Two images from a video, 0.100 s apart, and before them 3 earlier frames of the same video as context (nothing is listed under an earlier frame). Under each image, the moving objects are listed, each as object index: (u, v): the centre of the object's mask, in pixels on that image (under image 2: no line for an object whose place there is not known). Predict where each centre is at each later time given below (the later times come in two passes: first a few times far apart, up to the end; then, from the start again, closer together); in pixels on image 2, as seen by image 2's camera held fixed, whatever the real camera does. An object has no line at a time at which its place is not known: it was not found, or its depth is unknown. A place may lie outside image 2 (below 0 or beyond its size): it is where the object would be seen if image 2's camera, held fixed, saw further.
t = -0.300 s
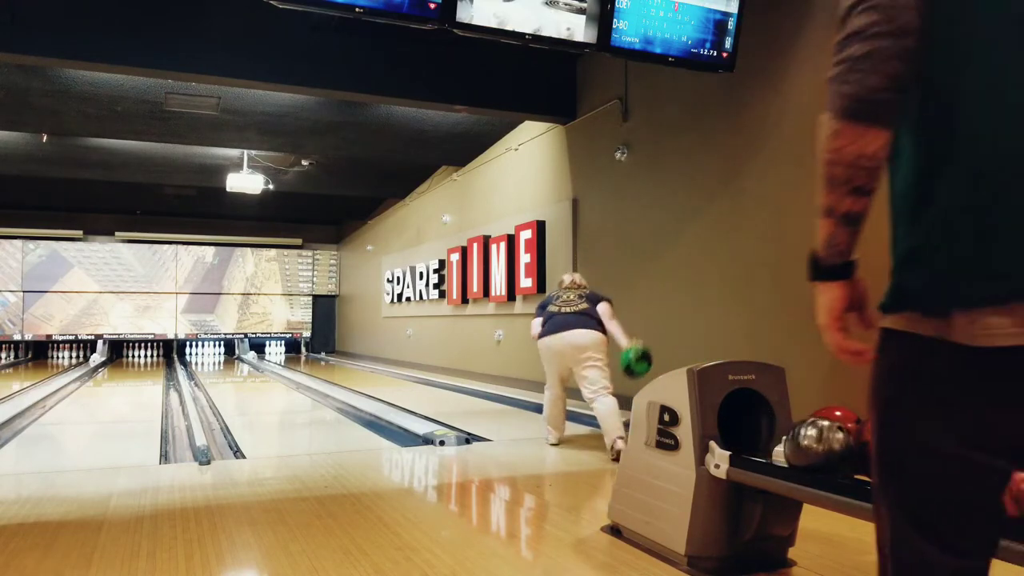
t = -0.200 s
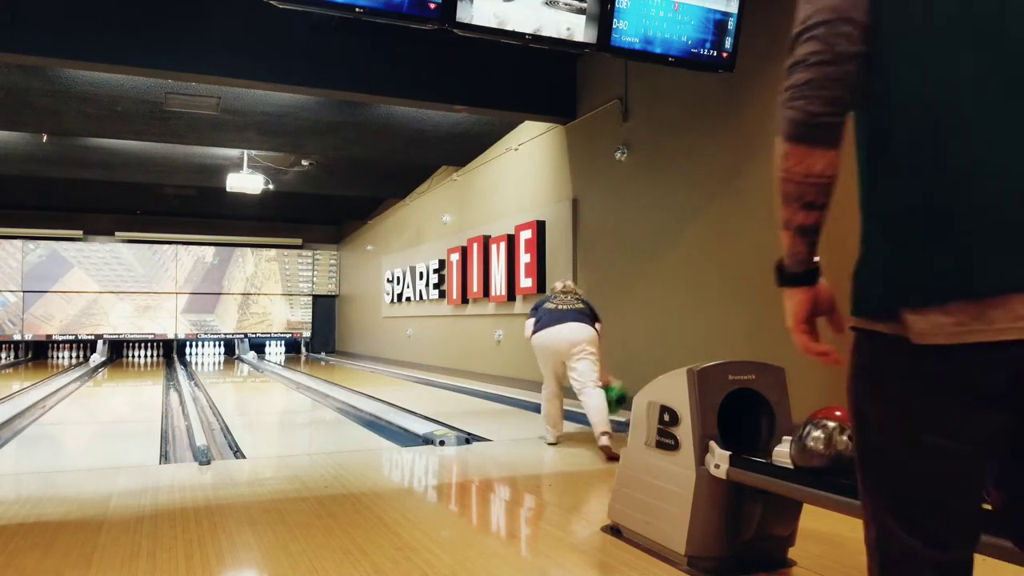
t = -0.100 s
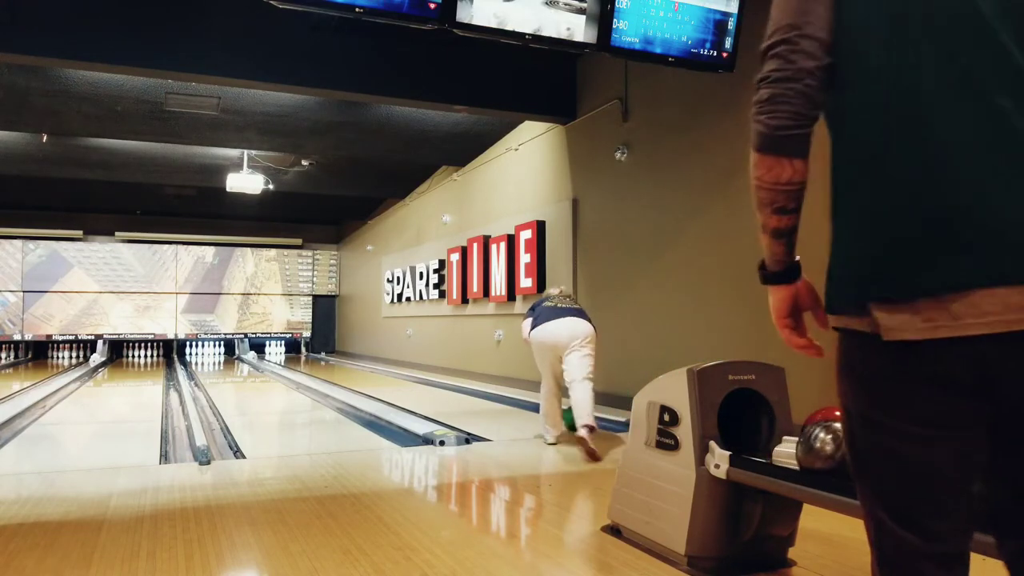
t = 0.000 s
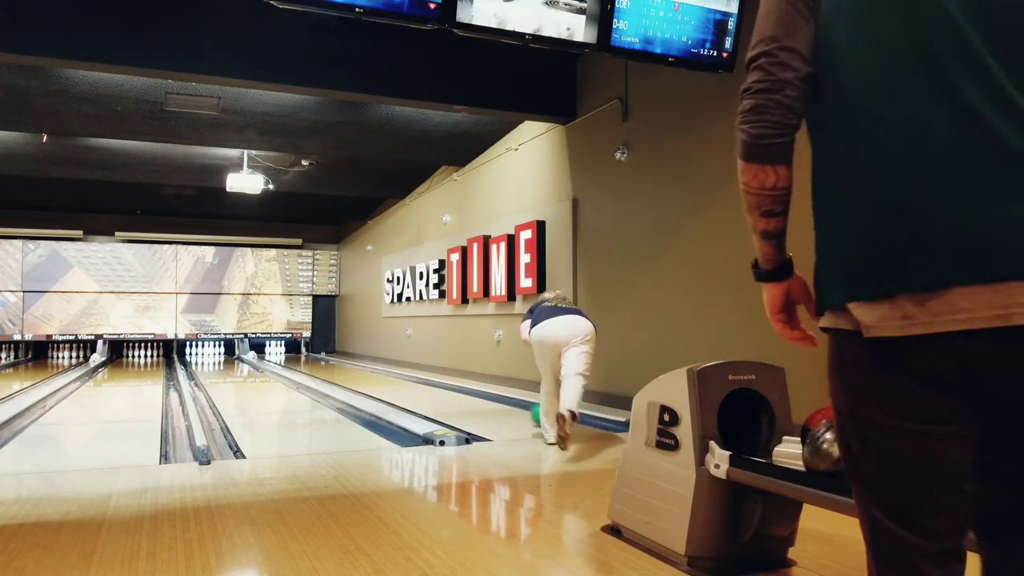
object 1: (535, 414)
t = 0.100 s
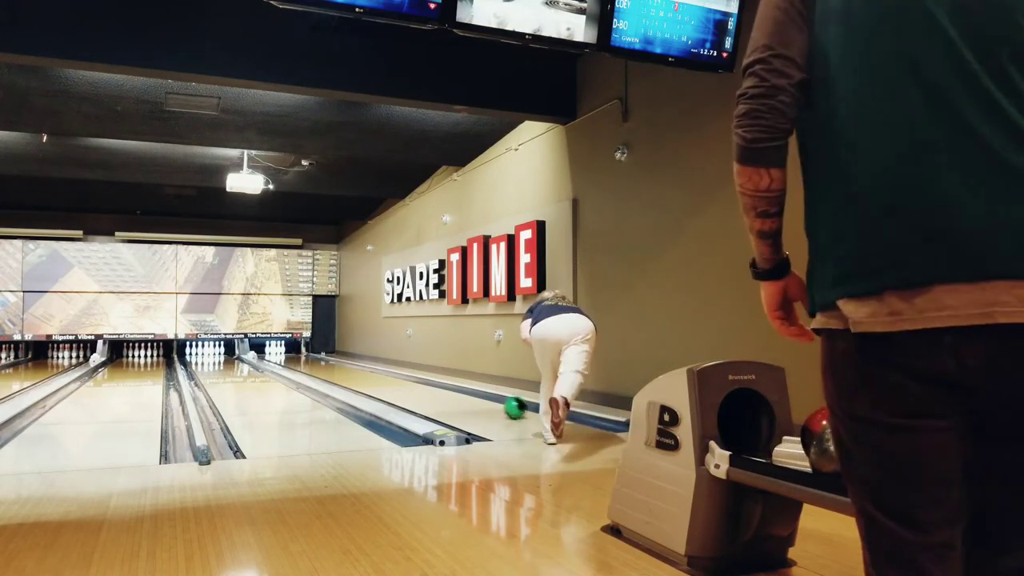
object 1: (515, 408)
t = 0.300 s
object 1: (470, 396)
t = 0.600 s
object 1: (422, 384)
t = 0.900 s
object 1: (386, 376)
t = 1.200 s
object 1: (360, 370)
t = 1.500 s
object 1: (338, 366)
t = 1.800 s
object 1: (321, 361)
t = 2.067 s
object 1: (307, 359)
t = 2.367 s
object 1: (295, 356)
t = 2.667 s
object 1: (284, 354)
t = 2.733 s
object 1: (282, 354)
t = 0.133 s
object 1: (506, 406)
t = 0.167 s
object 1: (499, 404)
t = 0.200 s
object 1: (491, 402)
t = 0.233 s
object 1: (484, 400)
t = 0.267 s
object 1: (477, 398)
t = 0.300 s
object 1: (470, 396)
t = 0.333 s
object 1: (464, 395)
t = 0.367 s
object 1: (458, 393)
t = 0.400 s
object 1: (452, 392)
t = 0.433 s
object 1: (446, 390)
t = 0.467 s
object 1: (441, 389)
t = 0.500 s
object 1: (436, 388)
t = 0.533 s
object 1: (431, 386)
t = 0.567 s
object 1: (426, 385)
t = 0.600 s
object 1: (422, 384)
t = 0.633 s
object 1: (417, 383)
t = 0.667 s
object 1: (413, 382)
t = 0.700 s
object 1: (408, 382)
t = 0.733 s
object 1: (404, 381)
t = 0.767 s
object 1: (401, 379)
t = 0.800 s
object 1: (397, 378)
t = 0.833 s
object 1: (394, 378)
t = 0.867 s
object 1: (390, 377)
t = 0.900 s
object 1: (386, 376)
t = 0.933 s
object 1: (383, 376)
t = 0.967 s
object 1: (380, 375)
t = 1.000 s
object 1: (377, 374)
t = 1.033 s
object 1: (373, 373)
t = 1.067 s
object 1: (371, 373)
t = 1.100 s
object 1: (368, 372)
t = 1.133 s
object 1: (365, 371)
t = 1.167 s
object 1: (362, 371)
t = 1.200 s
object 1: (360, 370)
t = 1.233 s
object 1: (357, 369)
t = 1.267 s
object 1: (354, 369)
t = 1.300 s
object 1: (352, 368)
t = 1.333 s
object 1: (349, 367)
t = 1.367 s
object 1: (347, 367)
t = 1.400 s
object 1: (344, 366)
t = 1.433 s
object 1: (342, 366)
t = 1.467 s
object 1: (340, 366)
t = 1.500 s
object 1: (338, 366)
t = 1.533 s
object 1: (336, 365)
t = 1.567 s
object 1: (333, 364)
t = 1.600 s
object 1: (331, 364)
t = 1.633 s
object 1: (330, 363)
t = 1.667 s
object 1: (327, 363)
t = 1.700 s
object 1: (326, 362)
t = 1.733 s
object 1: (323, 362)
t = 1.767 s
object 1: (322, 361)
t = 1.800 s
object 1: (321, 361)
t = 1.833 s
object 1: (319, 361)
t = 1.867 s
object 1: (317, 361)
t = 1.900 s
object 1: (314, 360)
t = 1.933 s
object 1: (313, 360)
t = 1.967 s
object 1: (312, 360)
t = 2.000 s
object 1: (310, 359)
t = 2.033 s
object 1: (308, 359)
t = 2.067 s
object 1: (307, 359)
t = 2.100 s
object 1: (306, 358)
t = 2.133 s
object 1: (305, 358)
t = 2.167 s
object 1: (302, 358)
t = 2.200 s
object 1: (301, 357)
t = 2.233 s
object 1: (299, 357)
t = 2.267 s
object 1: (299, 357)
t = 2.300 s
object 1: (298, 357)
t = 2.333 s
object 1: (296, 357)
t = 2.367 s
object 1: (295, 356)
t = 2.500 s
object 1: (290, 355)
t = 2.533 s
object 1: (289, 355)
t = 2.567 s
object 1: (288, 354)
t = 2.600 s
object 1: (288, 354)
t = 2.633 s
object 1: (286, 354)
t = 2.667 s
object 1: (284, 354)
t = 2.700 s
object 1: (283, 354)
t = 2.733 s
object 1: (282, 354)
